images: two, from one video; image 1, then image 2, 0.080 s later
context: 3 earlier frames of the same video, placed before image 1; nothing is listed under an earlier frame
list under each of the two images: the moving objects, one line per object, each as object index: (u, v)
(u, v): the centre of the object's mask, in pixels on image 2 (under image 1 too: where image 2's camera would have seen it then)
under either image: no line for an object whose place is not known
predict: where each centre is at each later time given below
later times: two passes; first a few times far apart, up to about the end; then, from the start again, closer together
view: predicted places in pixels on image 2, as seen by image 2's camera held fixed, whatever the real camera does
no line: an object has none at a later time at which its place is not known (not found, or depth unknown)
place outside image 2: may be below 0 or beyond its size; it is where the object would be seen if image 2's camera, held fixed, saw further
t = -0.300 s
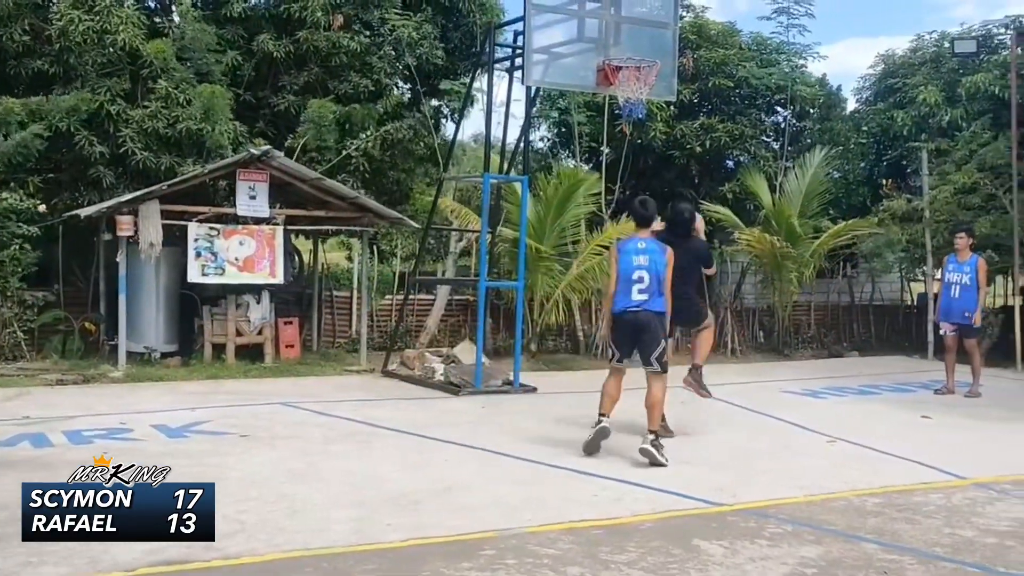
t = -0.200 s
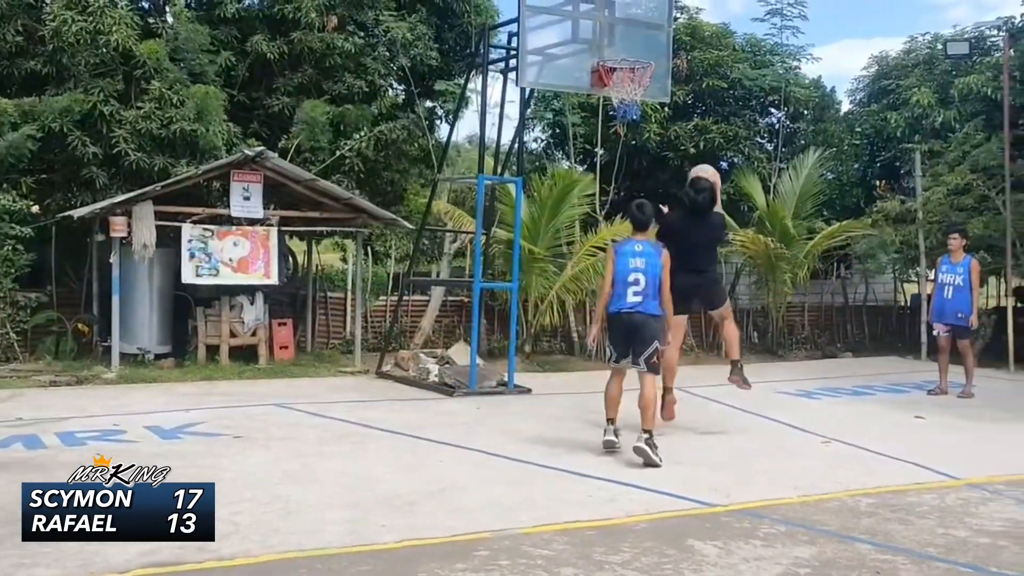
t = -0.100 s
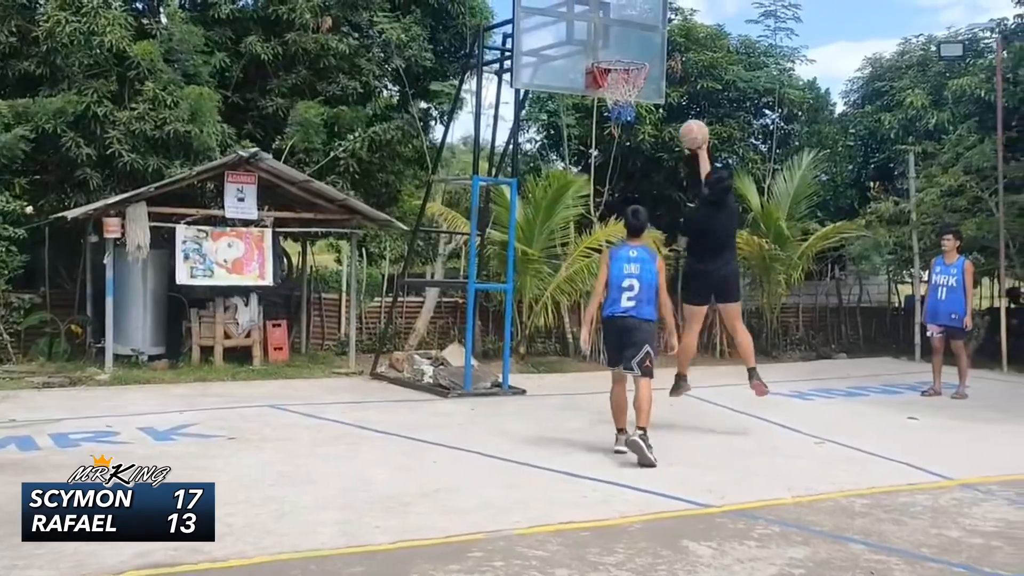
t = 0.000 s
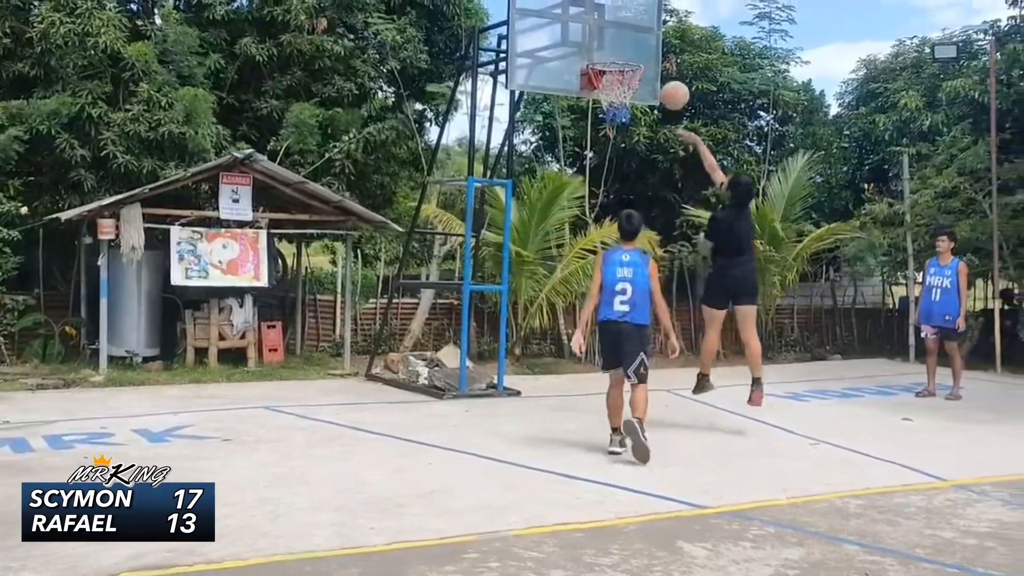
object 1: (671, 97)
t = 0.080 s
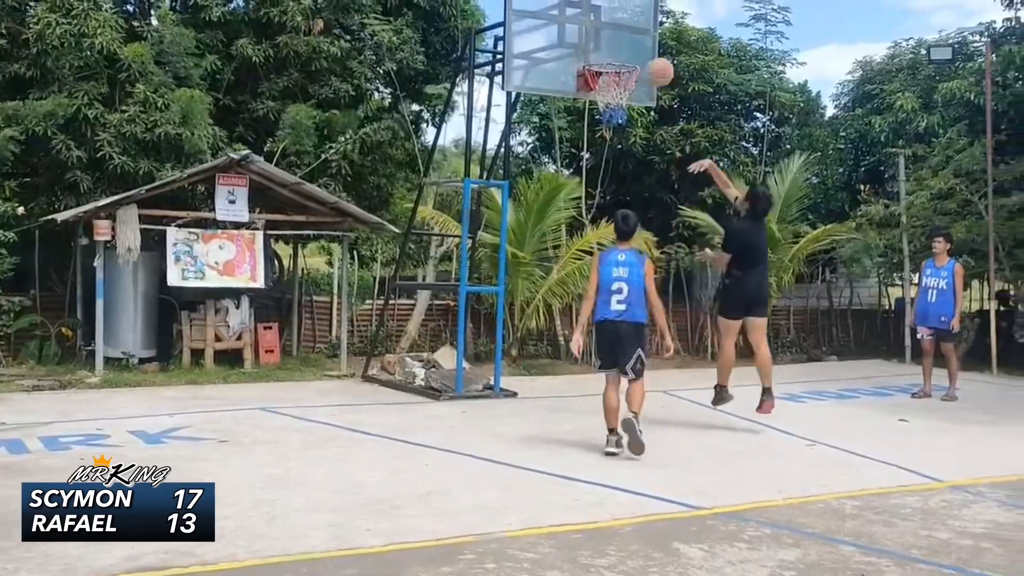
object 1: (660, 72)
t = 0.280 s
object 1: (639, 41)
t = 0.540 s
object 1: (646, 58)
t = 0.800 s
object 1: (681, 141)
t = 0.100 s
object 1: (658, 67)
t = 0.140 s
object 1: (652, 59)
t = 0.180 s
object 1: (645, 52)
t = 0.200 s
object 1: (642, 50)
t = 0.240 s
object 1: (638, 44)
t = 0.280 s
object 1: (639, 41)
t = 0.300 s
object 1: (641, 40)
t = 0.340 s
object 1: (643, 39)
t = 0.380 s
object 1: (643, 39)
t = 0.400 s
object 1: (643, 40)
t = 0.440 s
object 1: (643, 41)
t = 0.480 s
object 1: (644, 47)
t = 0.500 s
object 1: (644, 51)
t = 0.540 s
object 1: (646, 58)
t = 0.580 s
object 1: (649, 68)
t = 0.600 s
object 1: (653, 71)
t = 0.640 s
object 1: (658, 82)
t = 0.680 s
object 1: (664, 95)
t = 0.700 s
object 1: (667, 101)
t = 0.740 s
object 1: (673, 116)
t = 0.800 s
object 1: (681, 141)
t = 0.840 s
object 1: (688, 161)
